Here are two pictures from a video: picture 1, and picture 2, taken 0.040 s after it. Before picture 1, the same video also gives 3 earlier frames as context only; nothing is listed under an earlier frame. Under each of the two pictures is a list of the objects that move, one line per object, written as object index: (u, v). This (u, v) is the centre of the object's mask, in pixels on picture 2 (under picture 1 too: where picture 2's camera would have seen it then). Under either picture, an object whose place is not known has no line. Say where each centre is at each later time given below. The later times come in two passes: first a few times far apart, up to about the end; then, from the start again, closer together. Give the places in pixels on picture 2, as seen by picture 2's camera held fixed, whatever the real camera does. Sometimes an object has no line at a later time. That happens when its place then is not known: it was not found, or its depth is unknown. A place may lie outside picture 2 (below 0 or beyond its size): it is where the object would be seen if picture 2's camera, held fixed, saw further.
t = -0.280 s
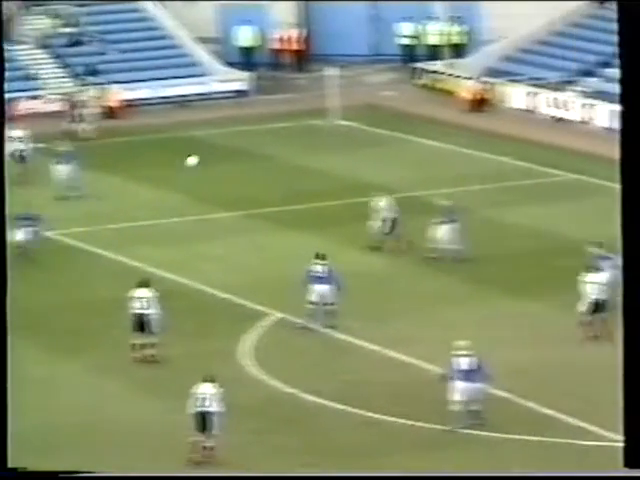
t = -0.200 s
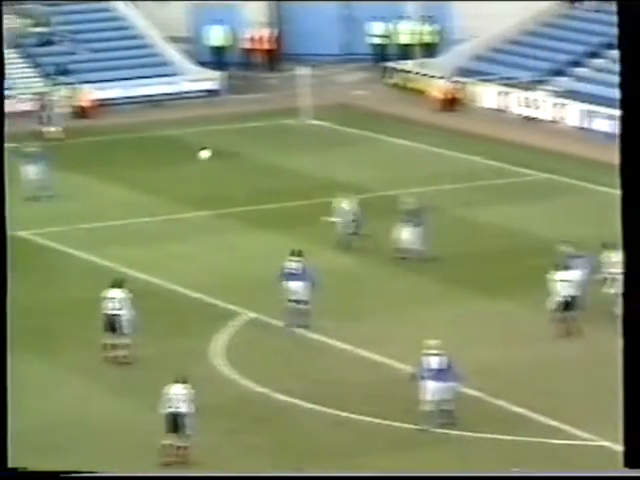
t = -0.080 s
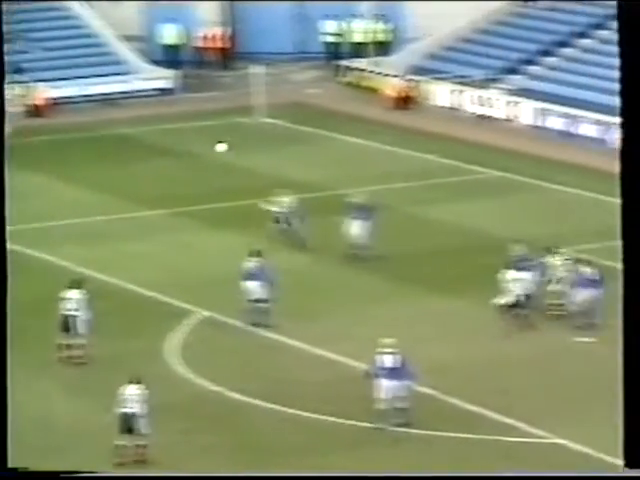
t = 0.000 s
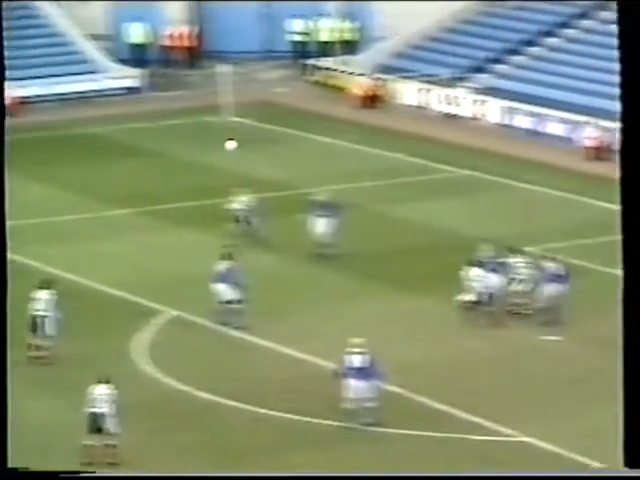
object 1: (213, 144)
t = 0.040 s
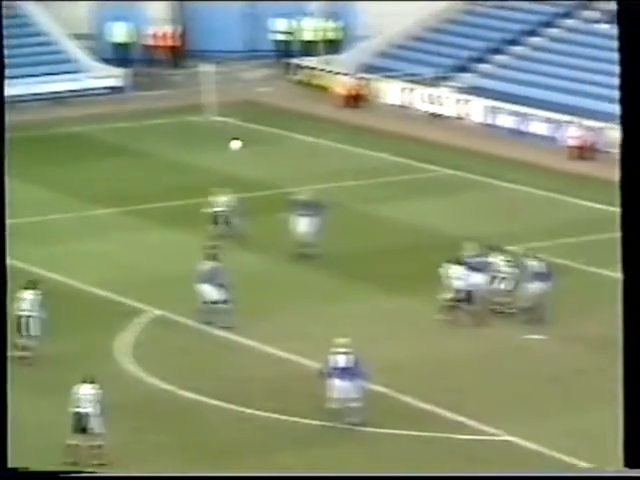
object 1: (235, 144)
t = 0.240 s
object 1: (340, 152)
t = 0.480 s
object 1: (466, 179)
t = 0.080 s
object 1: (255, 144)
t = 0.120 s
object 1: (277, 145)
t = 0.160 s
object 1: (298, 147)
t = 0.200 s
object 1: (319, 149)
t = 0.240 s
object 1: (340, 152)
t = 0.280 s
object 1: (360, 155)
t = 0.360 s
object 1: (402, 164)
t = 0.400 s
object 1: (424, 168)
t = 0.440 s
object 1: (445, 174)
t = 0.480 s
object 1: (466, 179)
